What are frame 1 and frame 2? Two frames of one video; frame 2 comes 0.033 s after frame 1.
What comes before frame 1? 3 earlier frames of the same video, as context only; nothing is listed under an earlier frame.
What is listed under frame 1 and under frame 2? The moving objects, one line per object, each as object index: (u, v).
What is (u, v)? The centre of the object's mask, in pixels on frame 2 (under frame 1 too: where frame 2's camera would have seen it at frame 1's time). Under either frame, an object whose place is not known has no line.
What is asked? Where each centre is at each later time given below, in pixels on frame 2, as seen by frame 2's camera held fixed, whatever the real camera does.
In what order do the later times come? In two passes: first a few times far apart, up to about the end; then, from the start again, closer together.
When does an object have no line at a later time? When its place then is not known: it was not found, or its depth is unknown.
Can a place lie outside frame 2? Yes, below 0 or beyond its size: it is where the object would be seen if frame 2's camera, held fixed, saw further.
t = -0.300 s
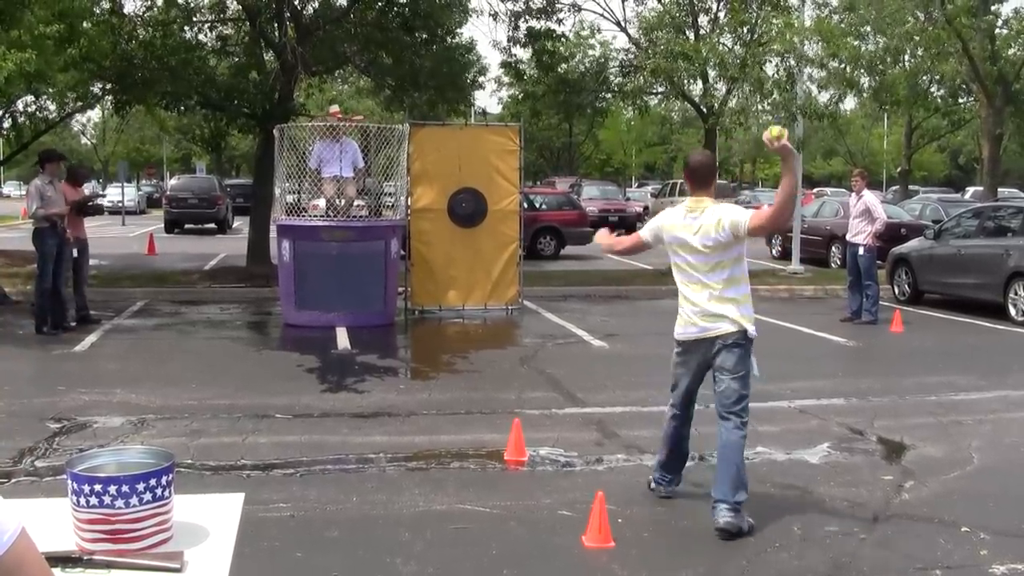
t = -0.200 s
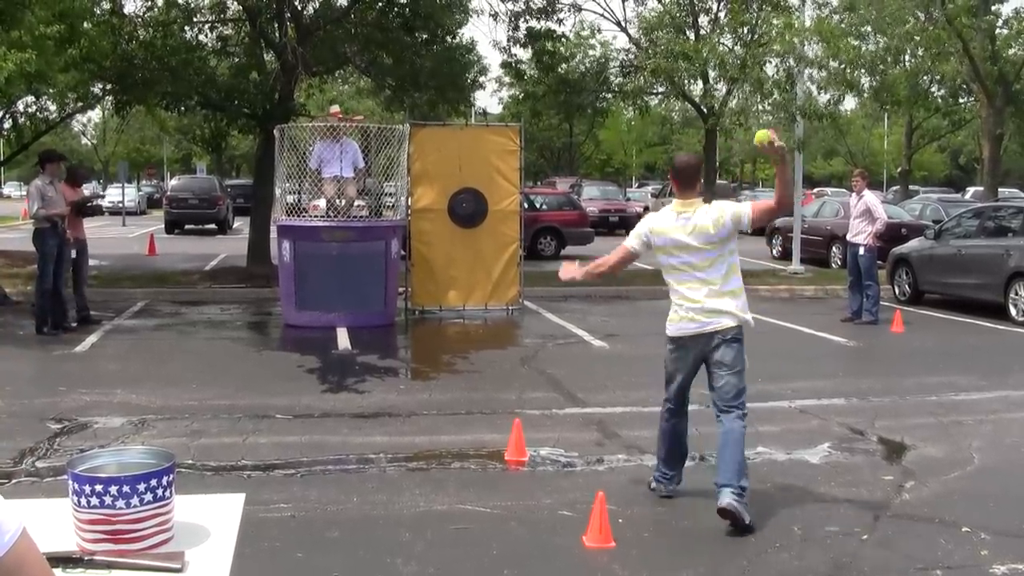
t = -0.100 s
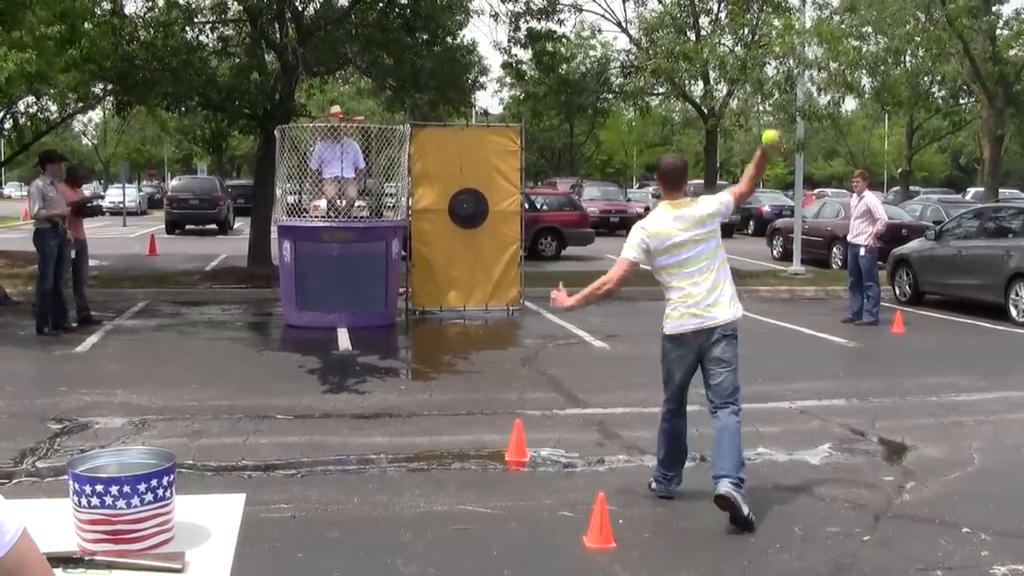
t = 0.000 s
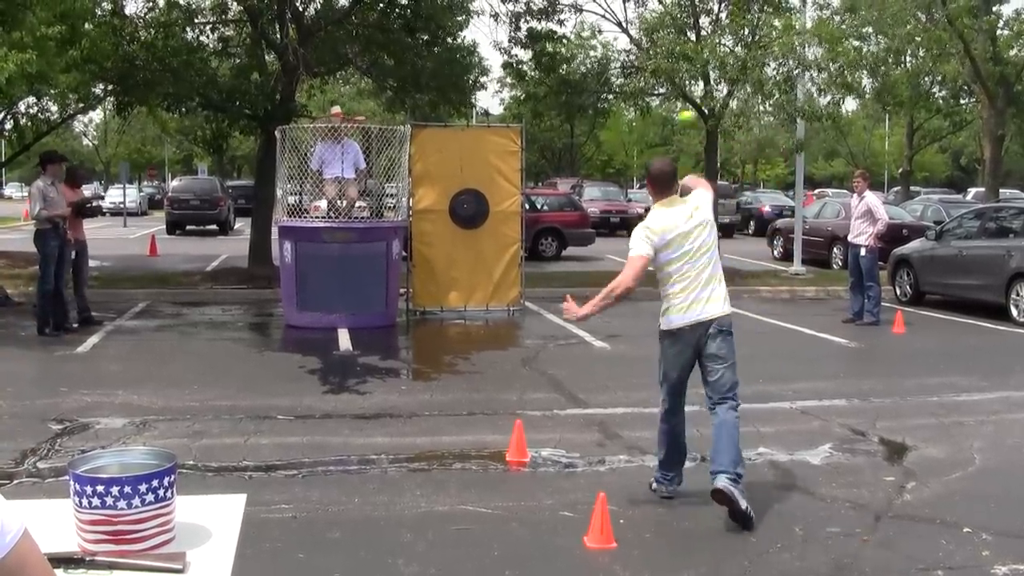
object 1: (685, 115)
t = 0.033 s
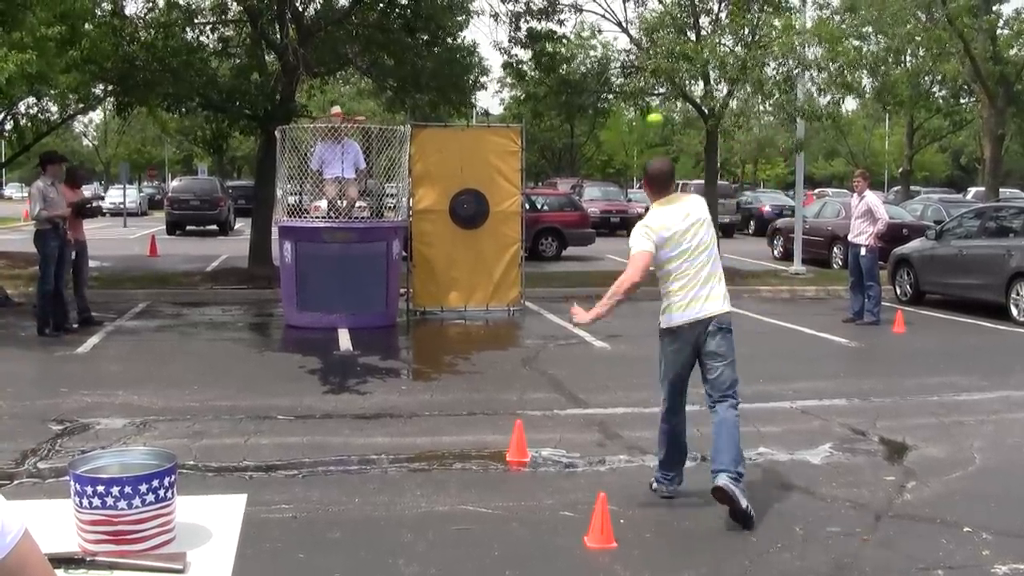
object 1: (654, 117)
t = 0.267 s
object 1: (515, 157)
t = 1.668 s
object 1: (561, 317)
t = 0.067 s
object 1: (626, 120)
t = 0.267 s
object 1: (515, 157)
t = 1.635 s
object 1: (557, 314)
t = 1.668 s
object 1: (561, 317)
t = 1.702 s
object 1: (564, 313)
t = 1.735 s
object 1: (567, 311)
